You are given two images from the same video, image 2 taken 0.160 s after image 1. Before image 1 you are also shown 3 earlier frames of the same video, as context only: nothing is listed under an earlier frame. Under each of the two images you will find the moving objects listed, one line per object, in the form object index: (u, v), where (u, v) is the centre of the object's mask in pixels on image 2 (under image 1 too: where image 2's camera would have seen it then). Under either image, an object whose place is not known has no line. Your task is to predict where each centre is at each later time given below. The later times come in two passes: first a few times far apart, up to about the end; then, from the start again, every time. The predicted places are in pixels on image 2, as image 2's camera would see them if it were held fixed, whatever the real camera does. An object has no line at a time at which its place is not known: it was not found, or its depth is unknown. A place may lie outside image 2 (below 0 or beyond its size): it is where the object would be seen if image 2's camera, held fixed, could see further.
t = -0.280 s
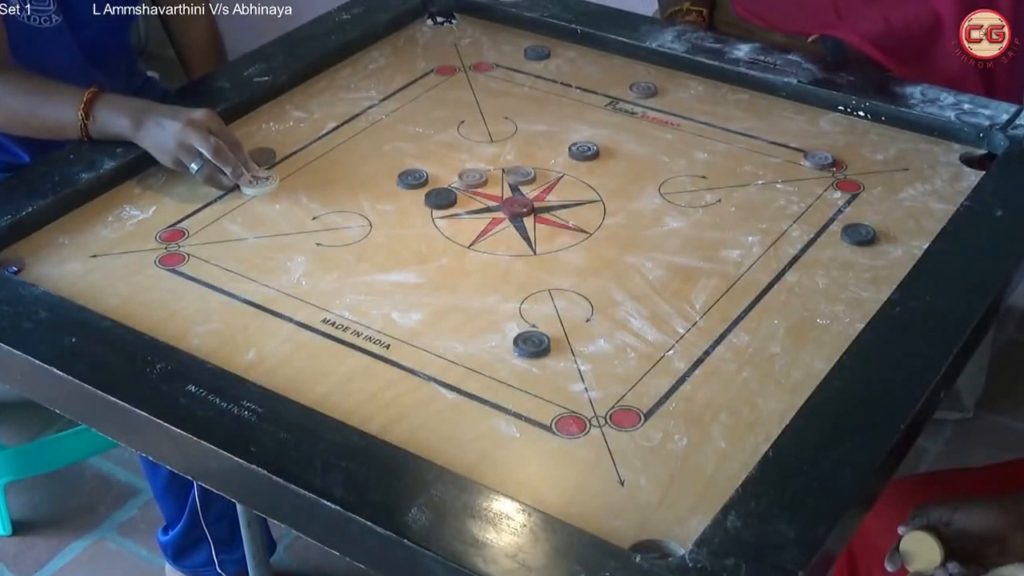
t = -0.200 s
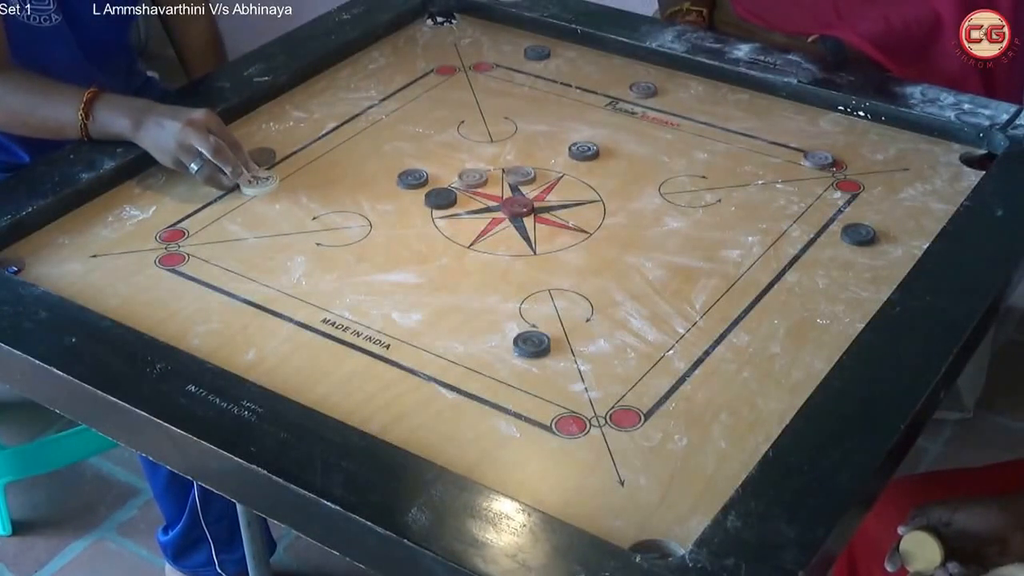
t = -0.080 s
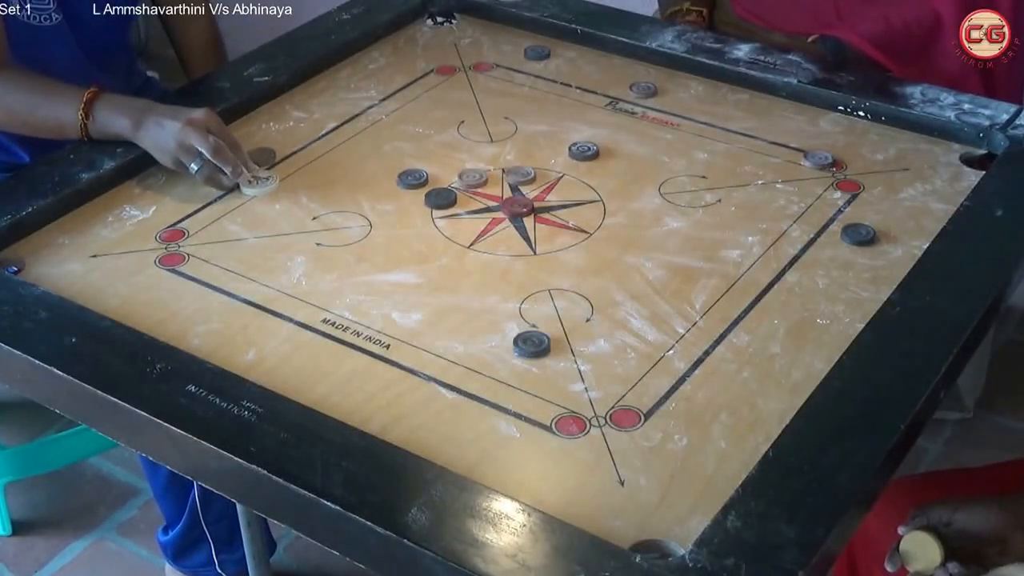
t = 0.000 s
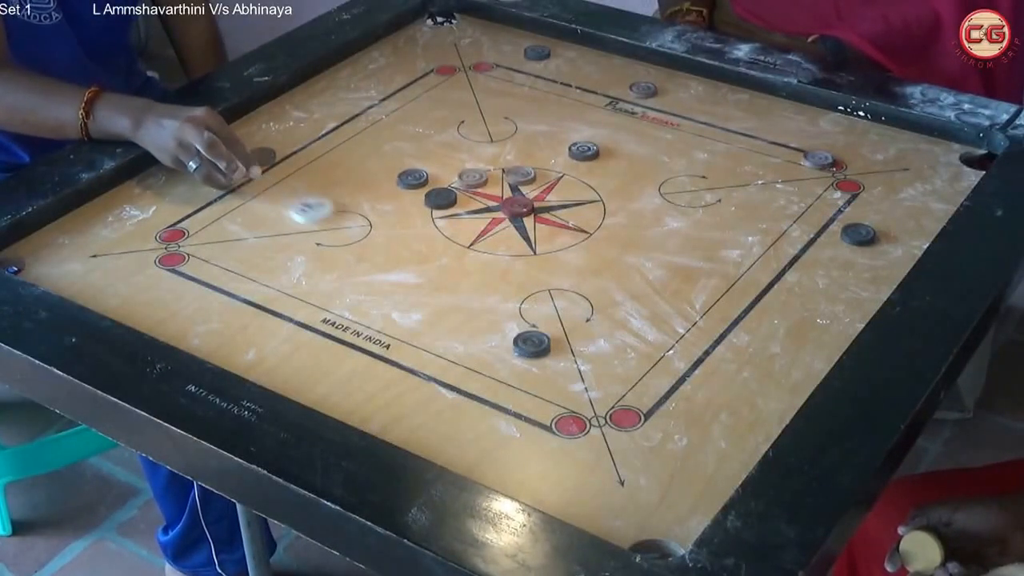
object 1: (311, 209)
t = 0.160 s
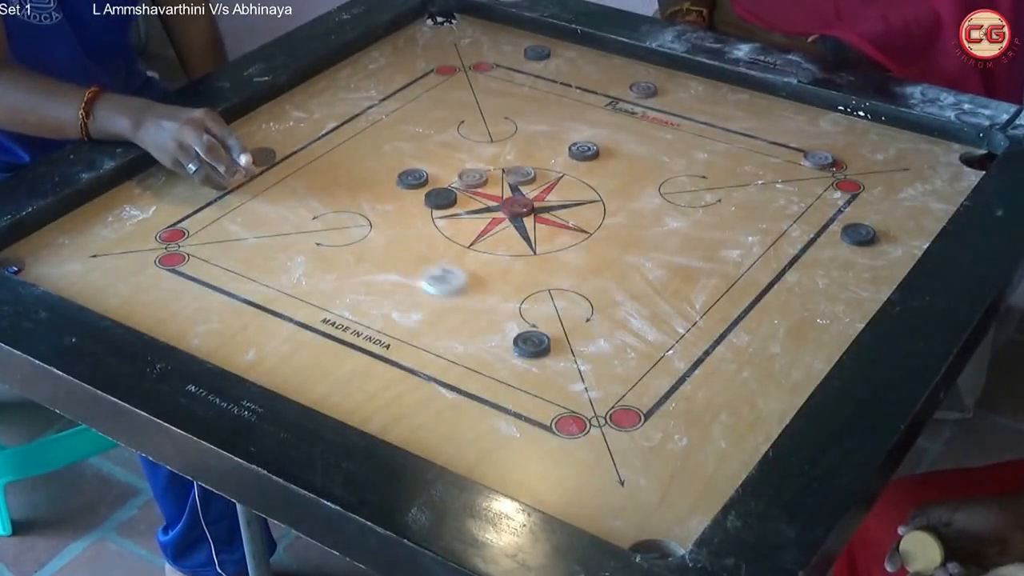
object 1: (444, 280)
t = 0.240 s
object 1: (509, 315)
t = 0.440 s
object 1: (621, 353)
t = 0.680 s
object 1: (695, 381)
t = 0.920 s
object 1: (708, 386)
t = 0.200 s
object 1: (476, 298)
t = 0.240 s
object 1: (509, 315)
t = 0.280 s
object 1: (536, 327)
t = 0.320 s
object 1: (560, 335)
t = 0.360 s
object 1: (583, 341)
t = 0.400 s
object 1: (602, 349)
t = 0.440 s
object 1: (621, 353)
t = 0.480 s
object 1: (638, 360)
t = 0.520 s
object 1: (653, 365)
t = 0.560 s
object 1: (666, 369)
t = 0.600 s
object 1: (679, 374)
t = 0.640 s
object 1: (687, 377)
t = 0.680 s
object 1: (695, 381)
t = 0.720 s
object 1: (701, 384)
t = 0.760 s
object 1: (705, 385)
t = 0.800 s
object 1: (707, 386)
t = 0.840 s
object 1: (708, 386)
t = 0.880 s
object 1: (707, 386)
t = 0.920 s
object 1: (708, 386)
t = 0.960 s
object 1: (708, 386)
